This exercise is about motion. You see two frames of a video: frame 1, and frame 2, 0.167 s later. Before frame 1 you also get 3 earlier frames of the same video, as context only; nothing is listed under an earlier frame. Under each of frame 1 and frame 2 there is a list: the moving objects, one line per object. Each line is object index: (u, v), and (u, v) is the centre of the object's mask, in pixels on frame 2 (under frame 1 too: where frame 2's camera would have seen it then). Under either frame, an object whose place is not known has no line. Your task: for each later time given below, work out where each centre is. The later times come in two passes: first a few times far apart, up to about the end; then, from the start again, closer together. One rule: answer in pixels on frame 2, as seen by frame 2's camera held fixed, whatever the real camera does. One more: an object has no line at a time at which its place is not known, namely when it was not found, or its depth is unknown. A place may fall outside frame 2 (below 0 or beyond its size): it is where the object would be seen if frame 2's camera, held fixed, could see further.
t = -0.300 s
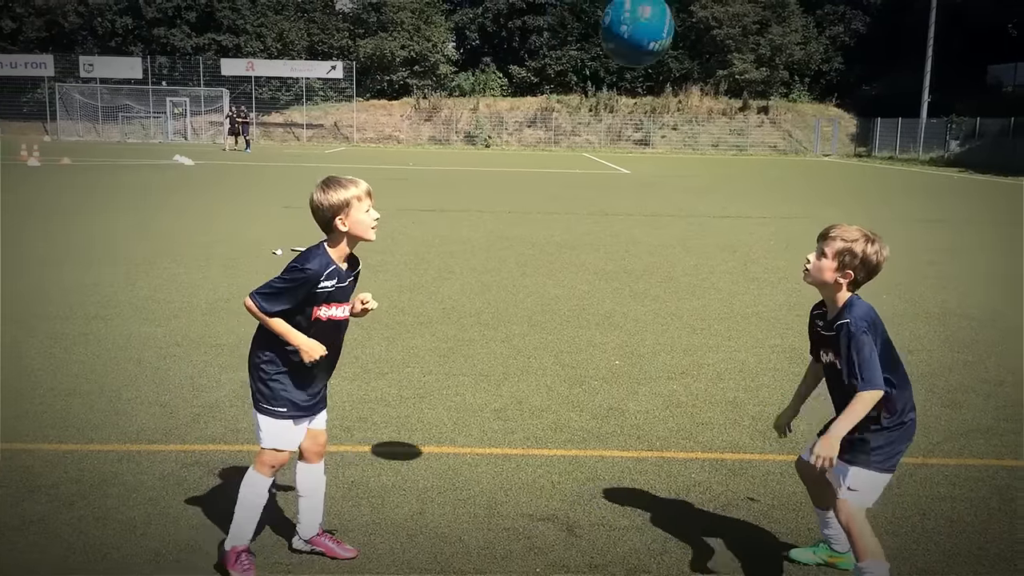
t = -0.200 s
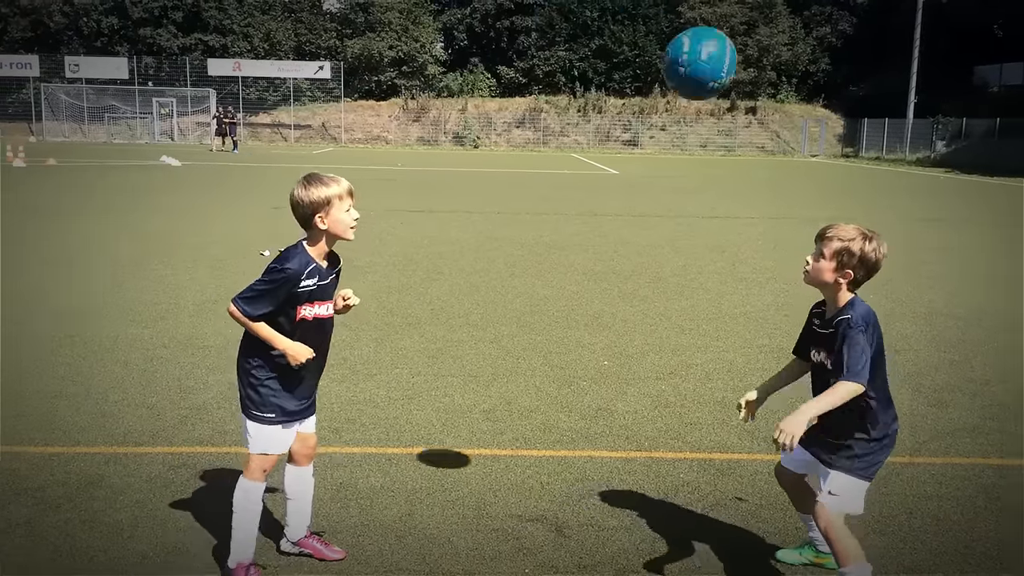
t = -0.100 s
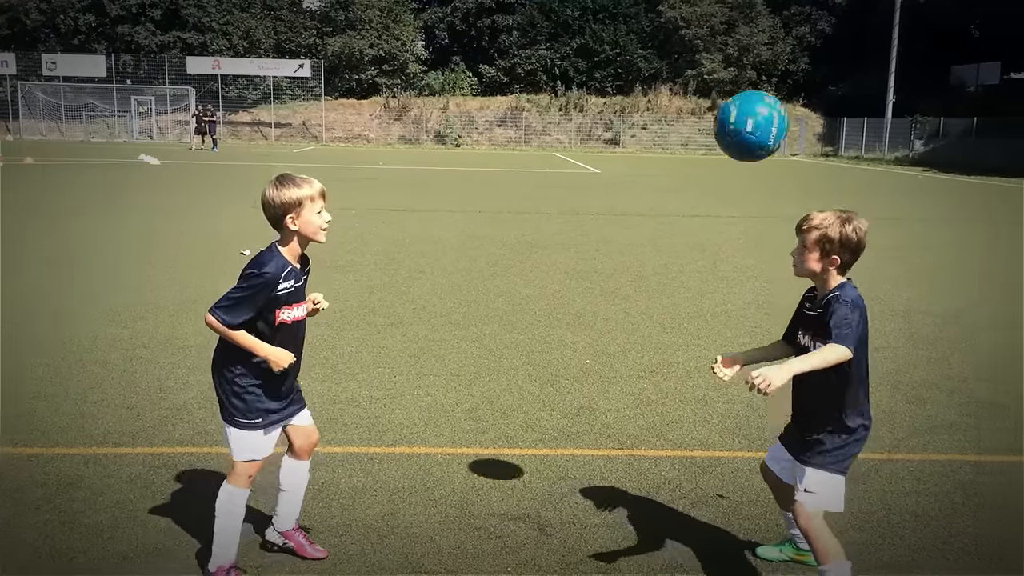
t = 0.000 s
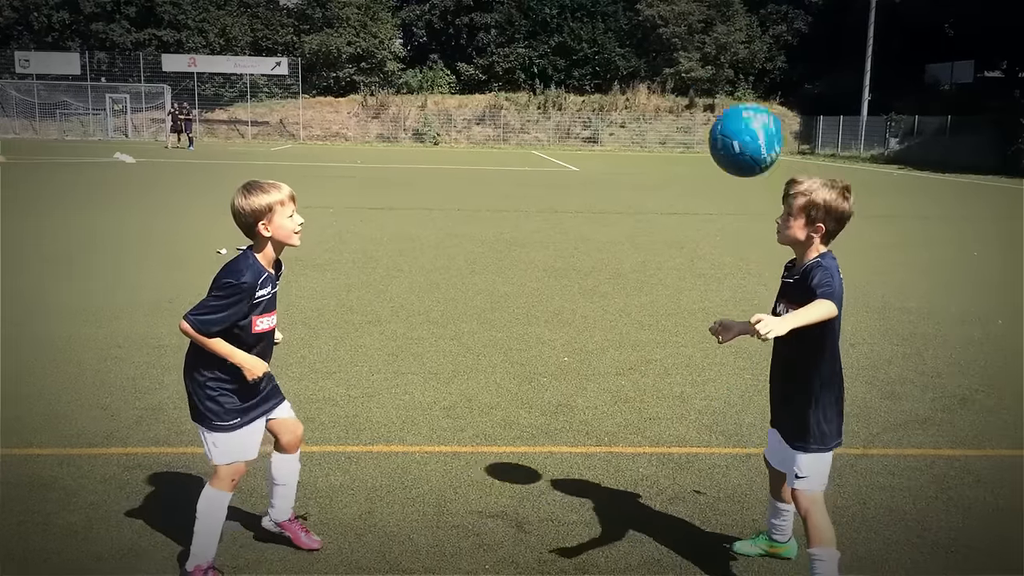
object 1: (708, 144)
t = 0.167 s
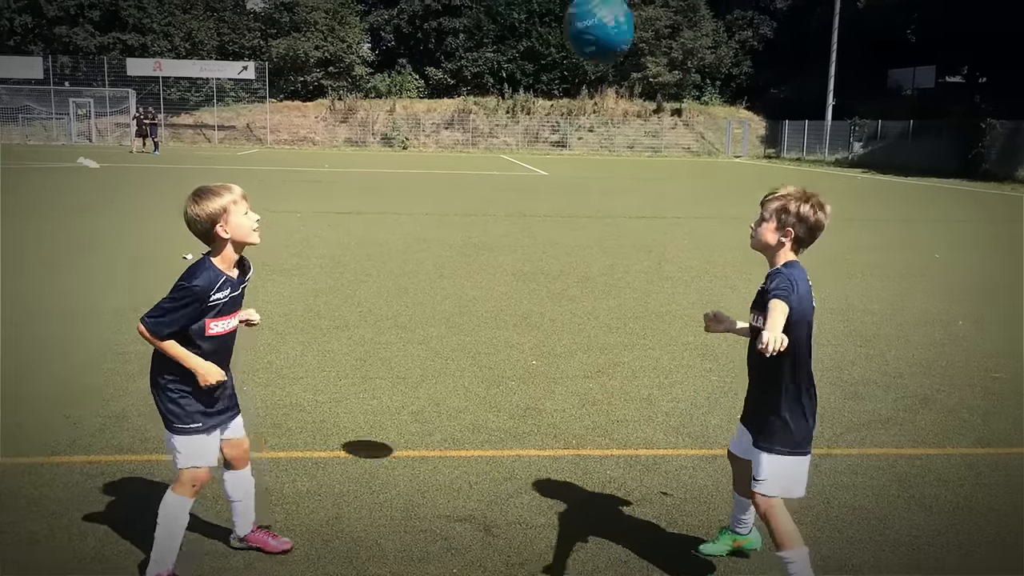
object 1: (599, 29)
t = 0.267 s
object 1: (535, 13)
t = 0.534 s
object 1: (380, 81)
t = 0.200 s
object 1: (578, 22)
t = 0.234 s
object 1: (556, 16)
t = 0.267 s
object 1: (535, 13)
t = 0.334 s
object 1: (494, 12)
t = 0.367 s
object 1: (476, 14)
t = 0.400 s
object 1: (454, 18)
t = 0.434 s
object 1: (435, 28)
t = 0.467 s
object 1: (417, 43)
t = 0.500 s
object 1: (398, 60)
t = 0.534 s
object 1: (380, 81)
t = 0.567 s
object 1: (362, 104)
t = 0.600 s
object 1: (346, 129)
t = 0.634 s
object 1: (329, 156)
